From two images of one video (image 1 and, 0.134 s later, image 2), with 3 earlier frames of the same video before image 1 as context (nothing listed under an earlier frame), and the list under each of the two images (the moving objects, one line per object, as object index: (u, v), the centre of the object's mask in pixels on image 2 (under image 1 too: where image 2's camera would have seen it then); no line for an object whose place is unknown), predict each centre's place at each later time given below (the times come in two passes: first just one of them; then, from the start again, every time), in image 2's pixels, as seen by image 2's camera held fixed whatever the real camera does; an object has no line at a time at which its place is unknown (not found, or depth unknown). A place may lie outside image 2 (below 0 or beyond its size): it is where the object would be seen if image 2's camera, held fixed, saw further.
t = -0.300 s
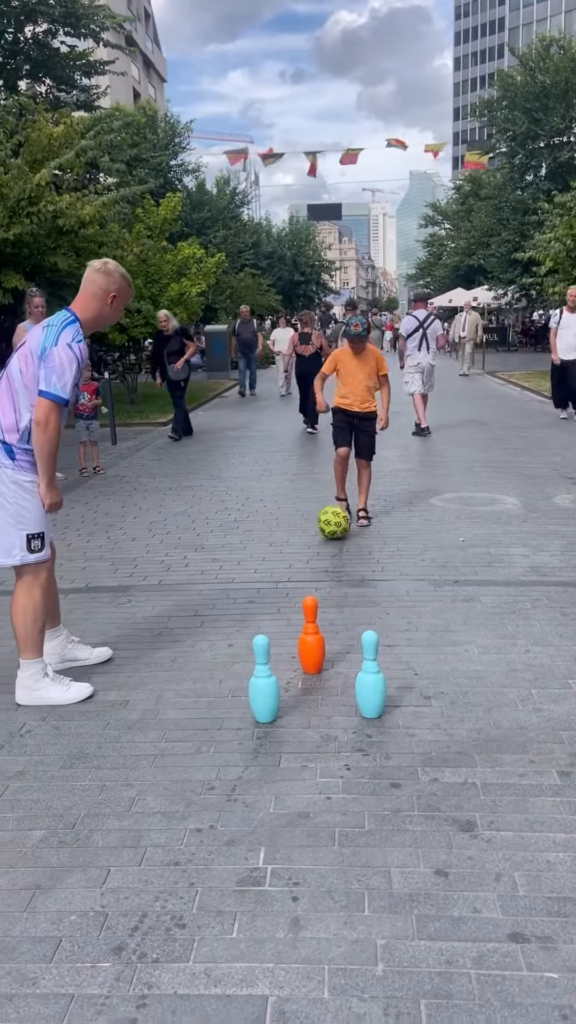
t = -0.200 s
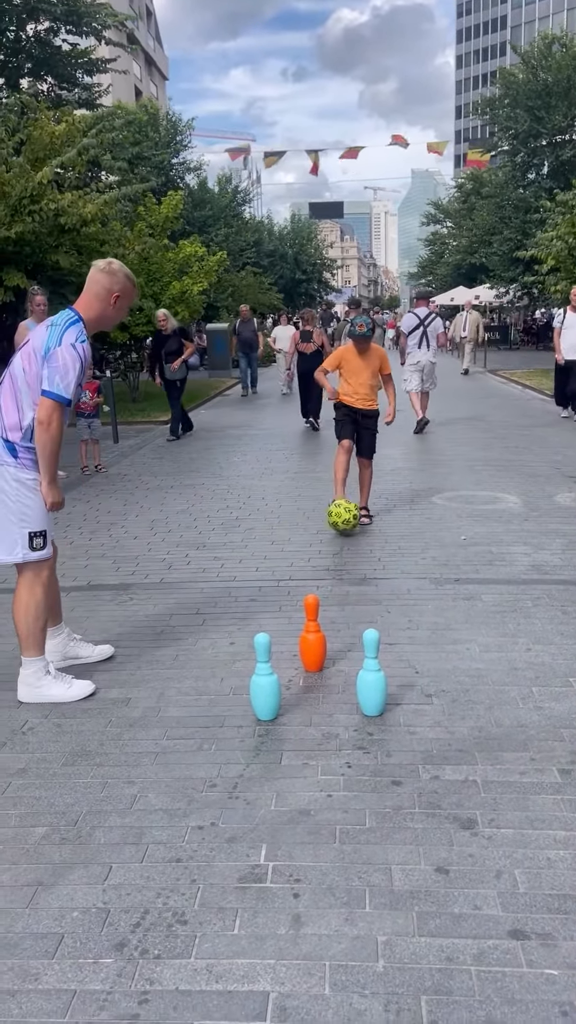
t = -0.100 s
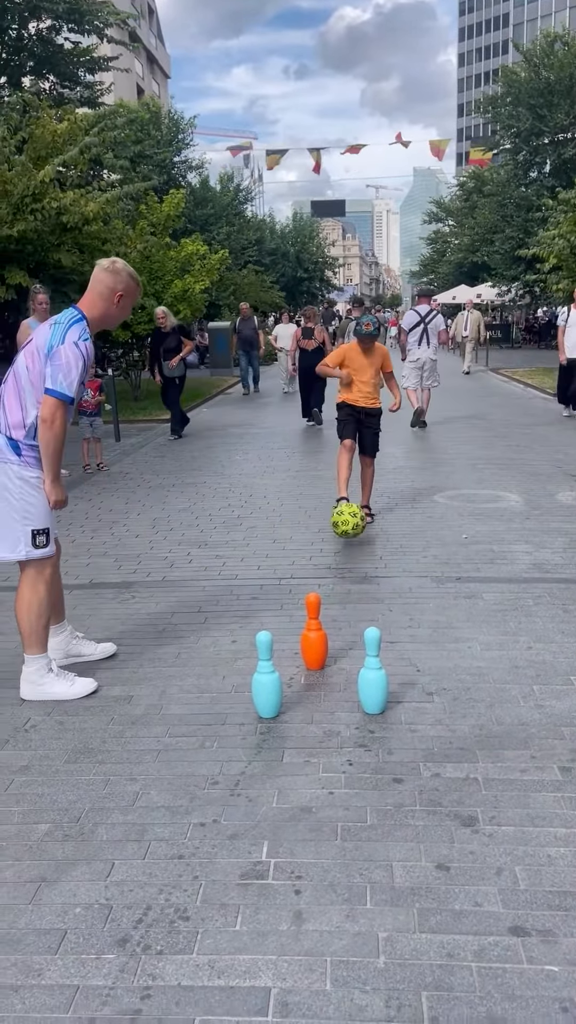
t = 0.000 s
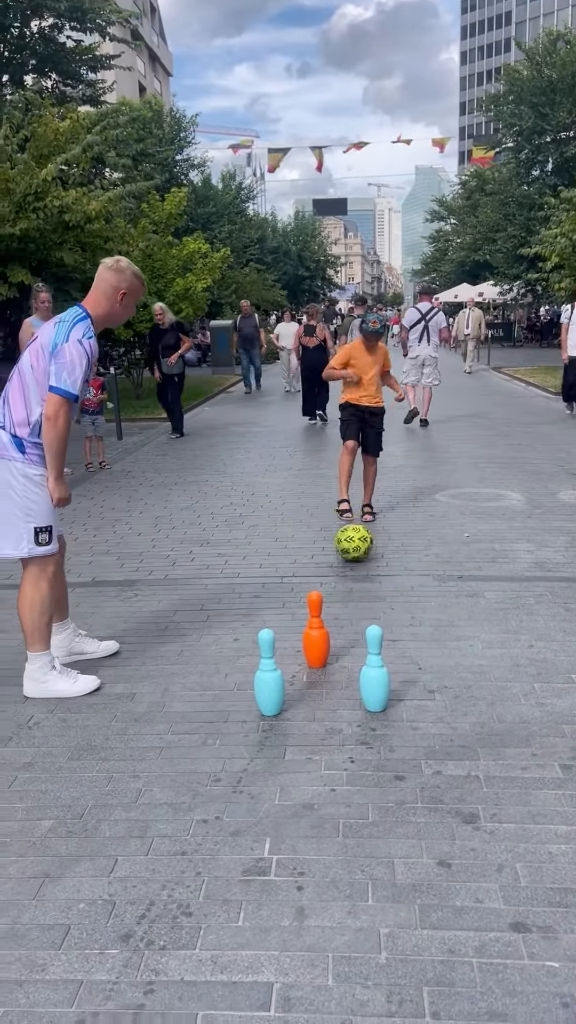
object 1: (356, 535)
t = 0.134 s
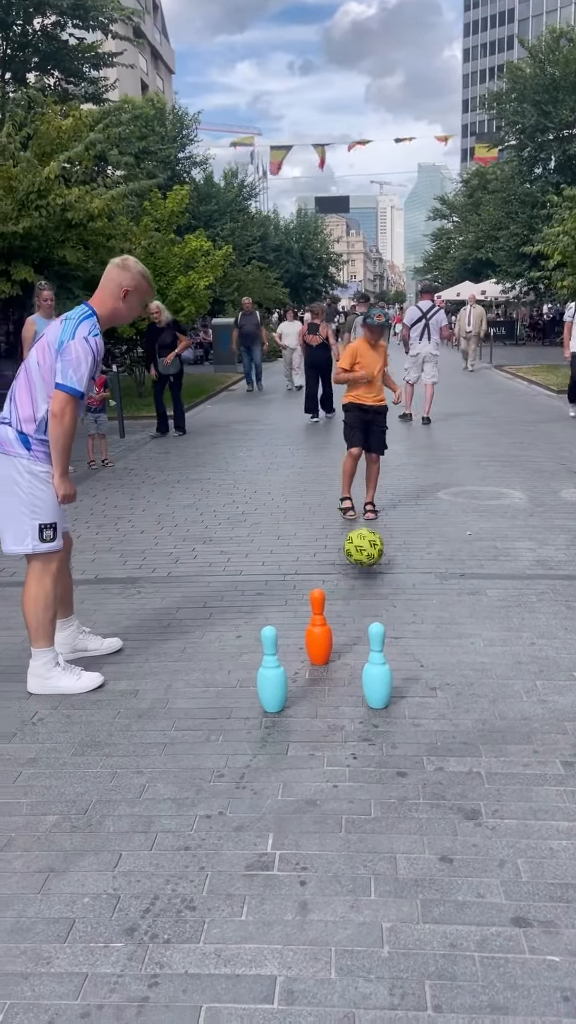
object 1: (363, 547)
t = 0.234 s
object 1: (370, 562)
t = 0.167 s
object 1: (366, 555)
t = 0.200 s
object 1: (368, 563)
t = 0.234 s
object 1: (370, 562)
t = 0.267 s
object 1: (372, 564)
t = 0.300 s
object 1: (374, 567)
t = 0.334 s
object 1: (376, 572)
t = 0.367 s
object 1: (378, 580)
